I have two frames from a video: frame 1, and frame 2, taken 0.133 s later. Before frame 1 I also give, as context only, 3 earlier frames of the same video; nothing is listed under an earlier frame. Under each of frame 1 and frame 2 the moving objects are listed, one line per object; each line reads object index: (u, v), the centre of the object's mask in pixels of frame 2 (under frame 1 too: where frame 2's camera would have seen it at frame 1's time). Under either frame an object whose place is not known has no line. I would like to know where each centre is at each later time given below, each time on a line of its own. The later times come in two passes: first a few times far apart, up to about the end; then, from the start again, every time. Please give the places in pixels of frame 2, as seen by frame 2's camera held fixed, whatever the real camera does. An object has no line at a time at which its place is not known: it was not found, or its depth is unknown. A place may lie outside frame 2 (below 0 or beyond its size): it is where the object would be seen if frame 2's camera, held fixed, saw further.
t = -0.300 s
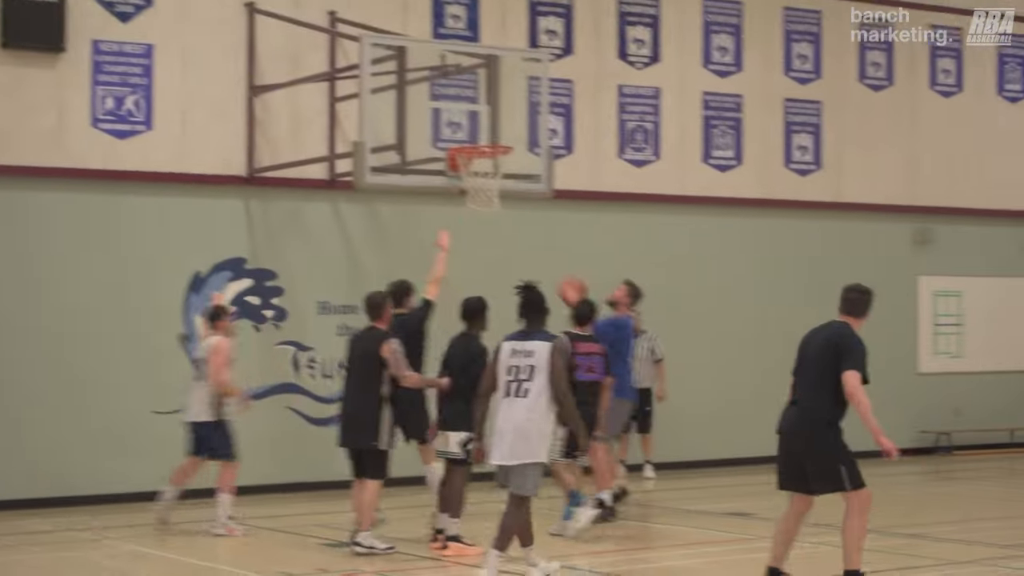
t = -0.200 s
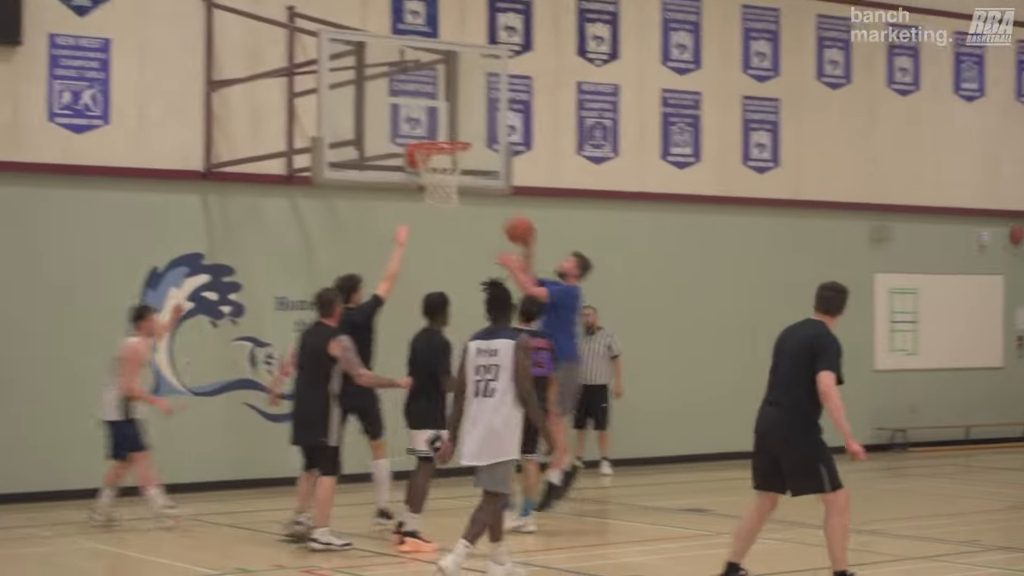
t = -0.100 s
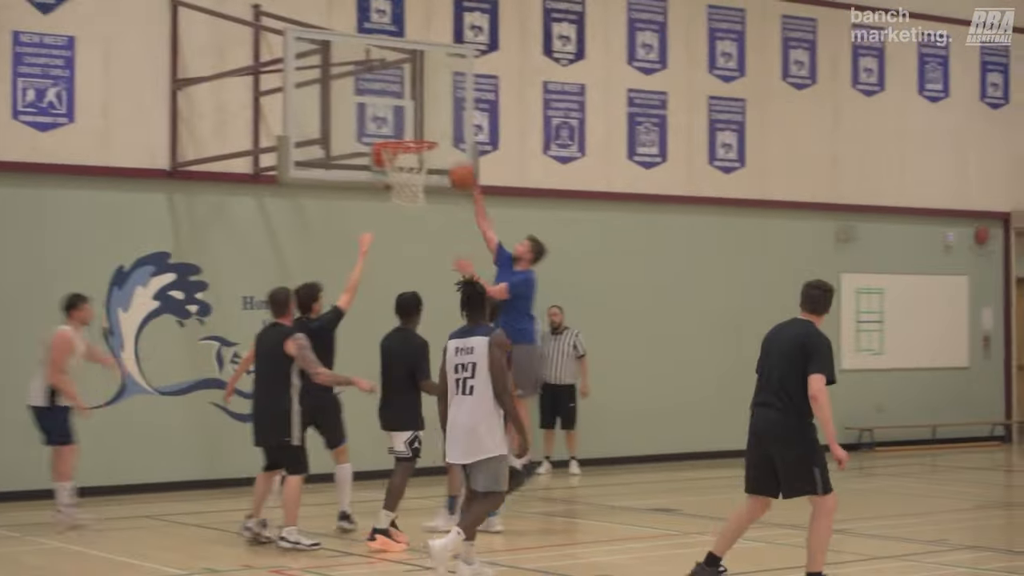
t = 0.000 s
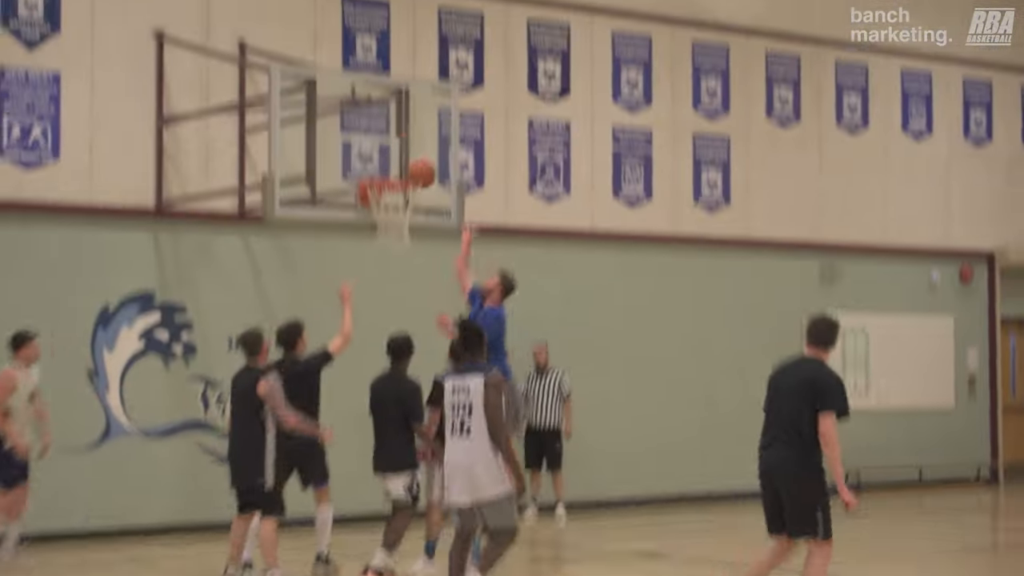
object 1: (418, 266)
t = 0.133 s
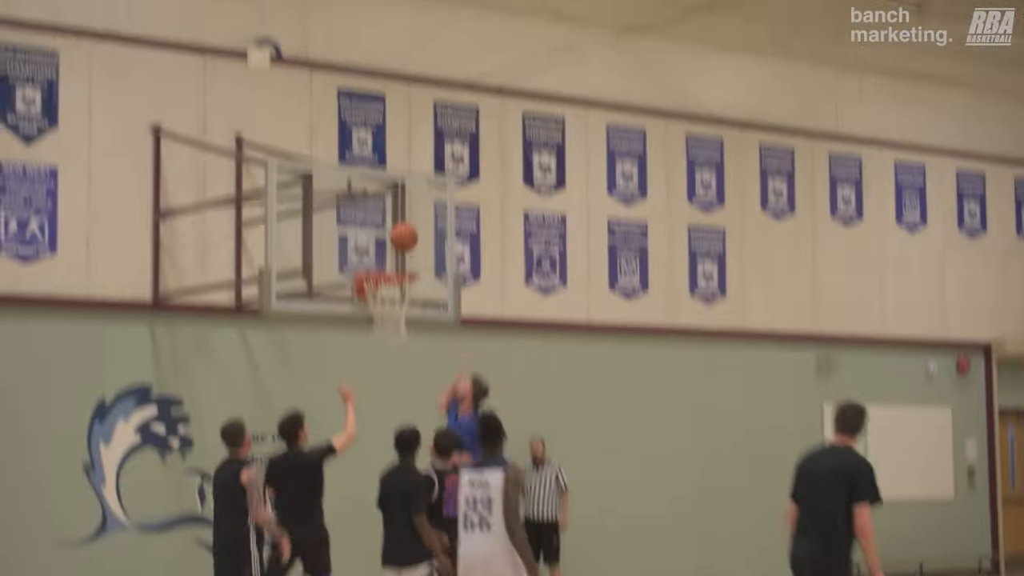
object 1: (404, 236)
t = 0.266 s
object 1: (401, 234)
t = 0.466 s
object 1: (395, 260)
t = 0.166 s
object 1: (403, 234)
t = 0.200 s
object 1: (402, 234)
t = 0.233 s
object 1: (402, 233)
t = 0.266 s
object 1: (401, 234)
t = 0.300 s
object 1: (400, 236)
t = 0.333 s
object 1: (399, 240)
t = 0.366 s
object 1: (398, 245)
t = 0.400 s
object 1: (397, 250)
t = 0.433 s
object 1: (396, 258)
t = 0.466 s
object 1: (395, 260)
